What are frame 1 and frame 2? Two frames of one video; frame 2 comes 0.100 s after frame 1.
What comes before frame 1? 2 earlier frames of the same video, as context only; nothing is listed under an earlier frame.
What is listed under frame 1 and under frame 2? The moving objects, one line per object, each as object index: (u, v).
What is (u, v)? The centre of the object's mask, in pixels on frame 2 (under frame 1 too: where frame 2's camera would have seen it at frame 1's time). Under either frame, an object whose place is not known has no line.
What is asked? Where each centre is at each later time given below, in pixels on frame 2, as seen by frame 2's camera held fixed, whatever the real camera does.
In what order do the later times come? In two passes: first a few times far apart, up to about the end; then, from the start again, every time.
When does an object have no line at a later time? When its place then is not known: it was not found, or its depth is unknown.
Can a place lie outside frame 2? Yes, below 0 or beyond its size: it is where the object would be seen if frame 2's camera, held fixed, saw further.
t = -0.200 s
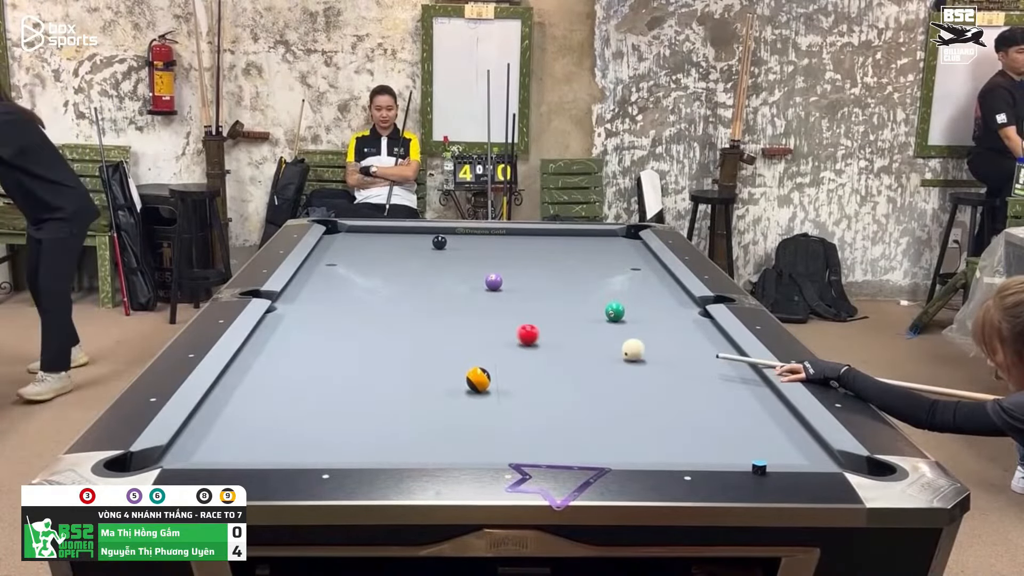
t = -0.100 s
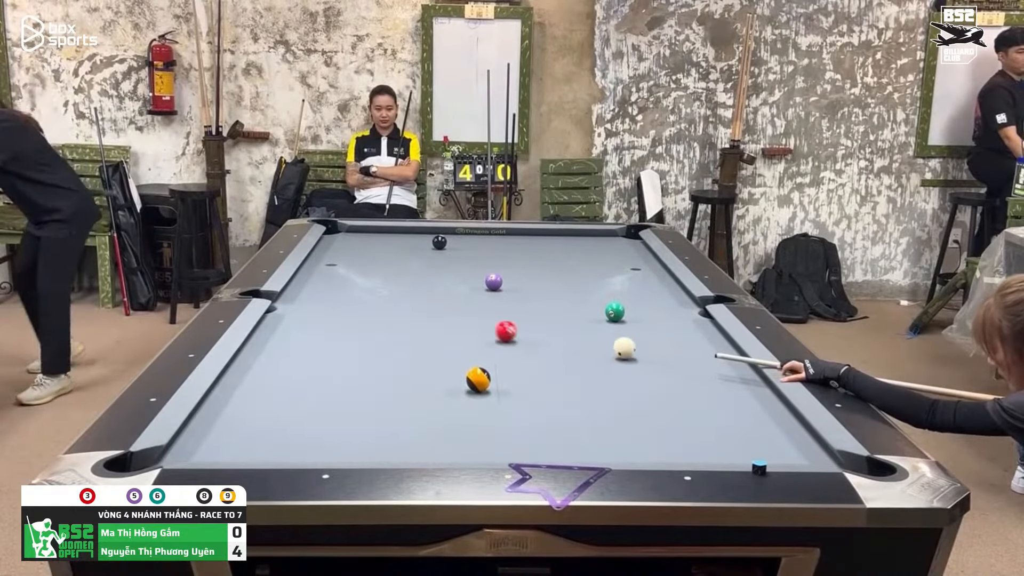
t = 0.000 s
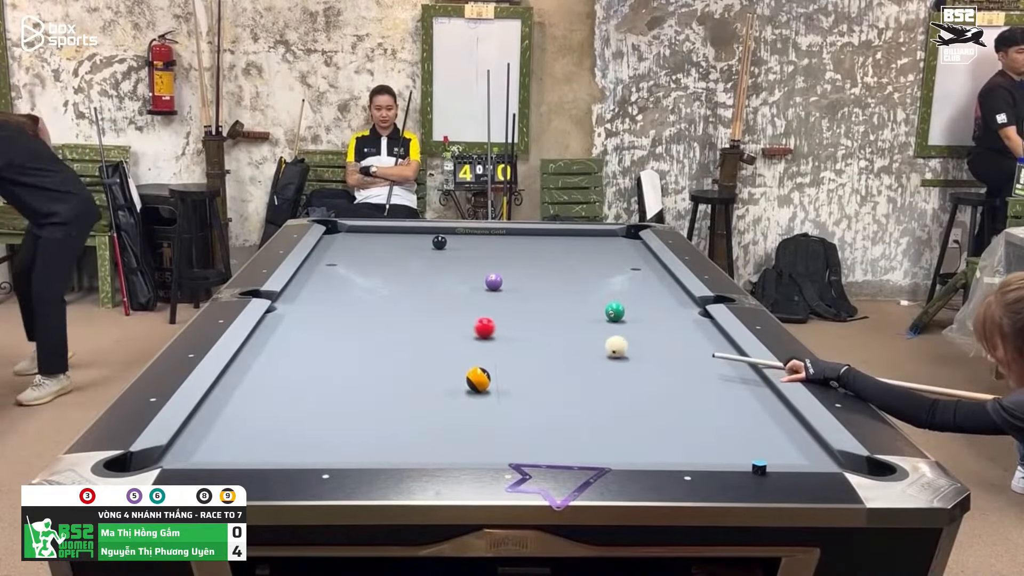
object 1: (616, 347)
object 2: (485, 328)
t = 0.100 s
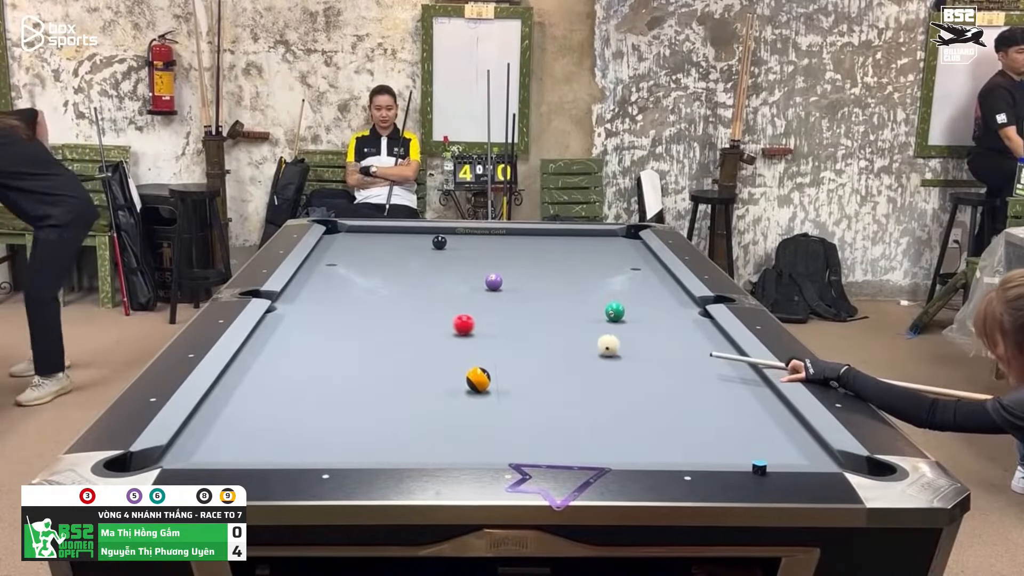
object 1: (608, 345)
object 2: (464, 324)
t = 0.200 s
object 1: (601, 344)
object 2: (443, 321)
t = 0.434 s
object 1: (584, 341)
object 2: (399, 315)
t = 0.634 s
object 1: (571, 339)
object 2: (363, 309)
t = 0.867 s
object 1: (557, 336)
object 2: (323, 303)
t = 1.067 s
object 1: (547, 335)
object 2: (292, 298)
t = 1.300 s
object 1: (535, 333)
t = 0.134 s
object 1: (605, 345)
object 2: (457, 323)
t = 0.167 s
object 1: (603, 344)
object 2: (450, 322)
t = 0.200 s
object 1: (601, 344)
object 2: (443, 321)
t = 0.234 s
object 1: (598, 343)
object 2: (437, 320)
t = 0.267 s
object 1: (596, 343)
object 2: (431, 320)
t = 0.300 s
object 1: (593, 343)
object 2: (424, 318)
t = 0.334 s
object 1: (591, 342)
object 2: (418, 317)
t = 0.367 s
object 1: (588, 342)
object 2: (411, 317)
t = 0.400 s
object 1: (586, 341)
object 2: (405, 316)
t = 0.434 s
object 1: (584, 341)
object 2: (399, 315)
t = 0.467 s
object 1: (582, 341)
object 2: (393, 313)
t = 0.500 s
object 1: (579, 340)
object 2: (387, 312)
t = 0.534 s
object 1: (577, 340)
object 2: (381, 312)
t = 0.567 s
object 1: (575, 339)
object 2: (375, 311)
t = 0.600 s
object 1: (573, 339)
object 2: (369, 310)
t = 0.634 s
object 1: (571, 339)
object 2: (363, 309)
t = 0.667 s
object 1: (569, 338)
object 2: (357, 308)
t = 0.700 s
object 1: (567, 338)
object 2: (351, 307)
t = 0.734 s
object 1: (565, 338)
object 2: (346, 306)
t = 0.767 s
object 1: (563, 337)
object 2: (340, 305)
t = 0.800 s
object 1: (561, 337)
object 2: (334, 305)
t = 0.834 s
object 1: (559, 336)
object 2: (329, 304)
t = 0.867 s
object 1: (557, 336)
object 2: (323, 303)
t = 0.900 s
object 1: (556, 336)
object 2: (318, 302)
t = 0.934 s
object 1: (554, 336)
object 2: (313, 301)
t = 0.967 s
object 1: (552, 335)
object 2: (307, 300)
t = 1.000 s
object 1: (550, 335)
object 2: (302, 300)
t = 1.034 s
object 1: (548, 335)
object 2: (297, 299)
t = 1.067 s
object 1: (547, 335)
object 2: (292, 298)
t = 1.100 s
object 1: (545, 334)
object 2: (287, 297)
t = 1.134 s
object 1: (543, 334)
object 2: (282, 297)
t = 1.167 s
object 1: (541, 334)
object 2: (279, 296)
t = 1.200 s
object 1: (540, 333)
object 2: (277, 297)
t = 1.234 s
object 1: (538, 333)
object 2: (275, 298)
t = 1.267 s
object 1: (537, 333)
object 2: (273, 299)
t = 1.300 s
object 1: (535, 333)
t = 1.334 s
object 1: (534, 333)
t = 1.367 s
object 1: (532, 332)
